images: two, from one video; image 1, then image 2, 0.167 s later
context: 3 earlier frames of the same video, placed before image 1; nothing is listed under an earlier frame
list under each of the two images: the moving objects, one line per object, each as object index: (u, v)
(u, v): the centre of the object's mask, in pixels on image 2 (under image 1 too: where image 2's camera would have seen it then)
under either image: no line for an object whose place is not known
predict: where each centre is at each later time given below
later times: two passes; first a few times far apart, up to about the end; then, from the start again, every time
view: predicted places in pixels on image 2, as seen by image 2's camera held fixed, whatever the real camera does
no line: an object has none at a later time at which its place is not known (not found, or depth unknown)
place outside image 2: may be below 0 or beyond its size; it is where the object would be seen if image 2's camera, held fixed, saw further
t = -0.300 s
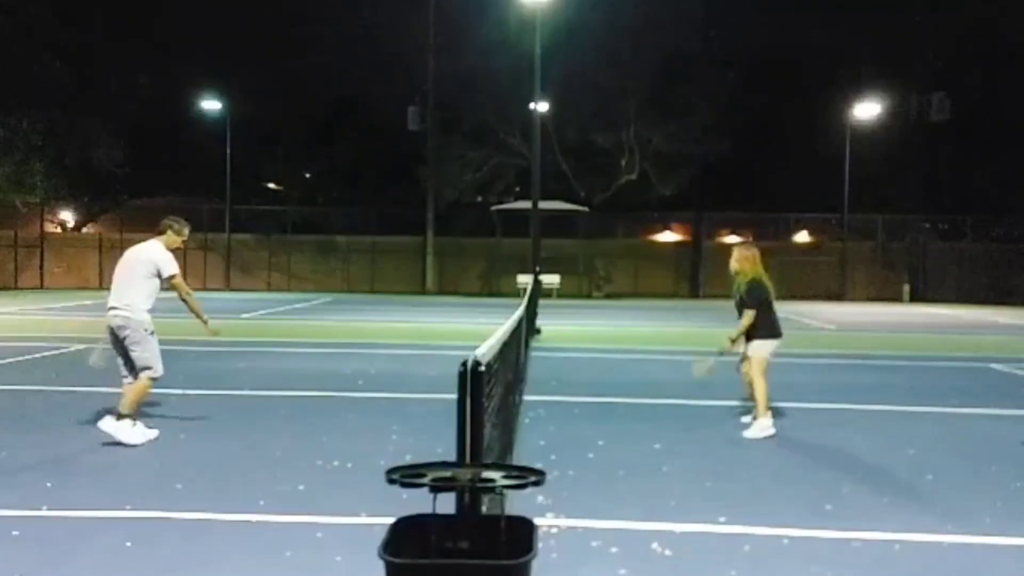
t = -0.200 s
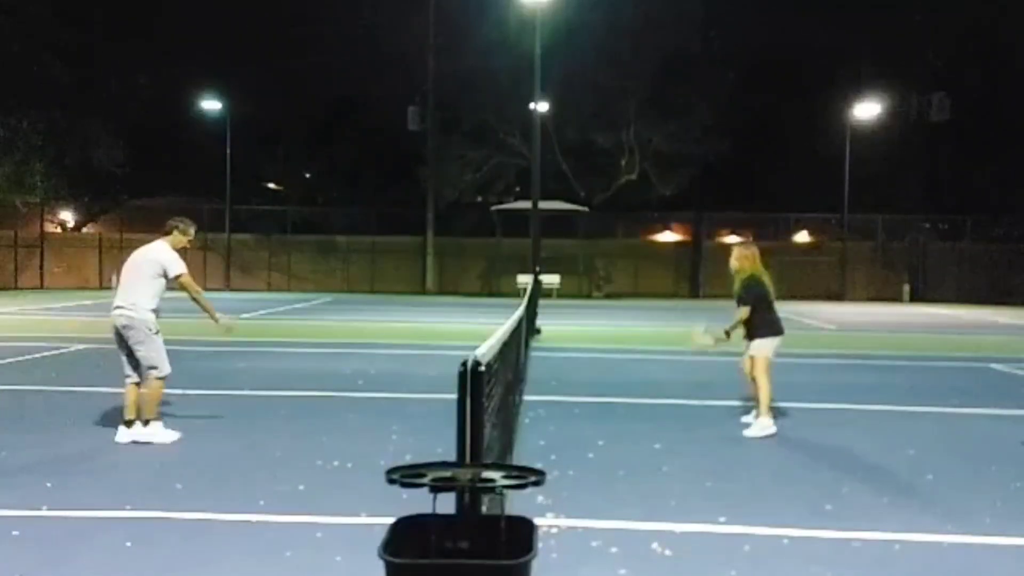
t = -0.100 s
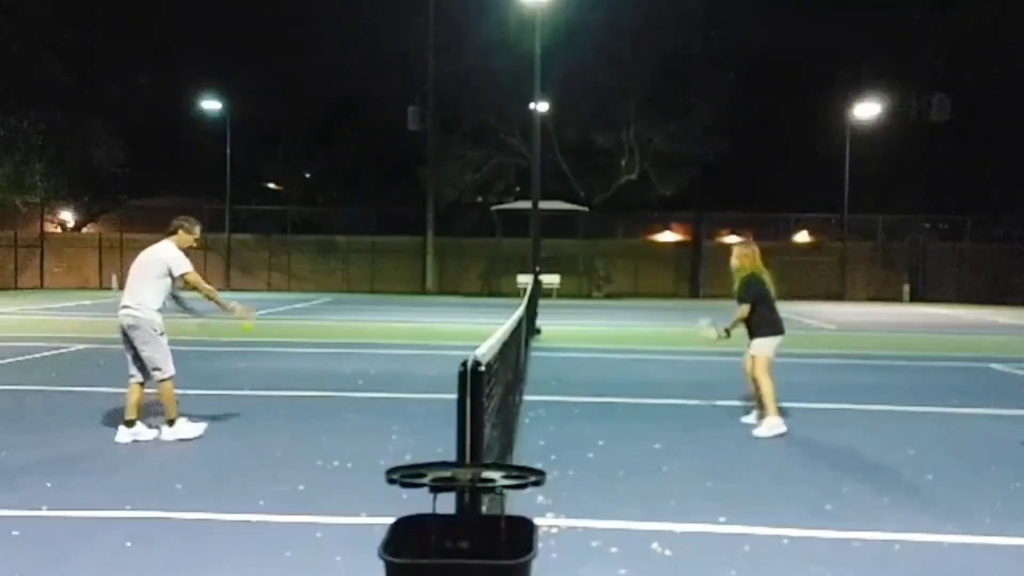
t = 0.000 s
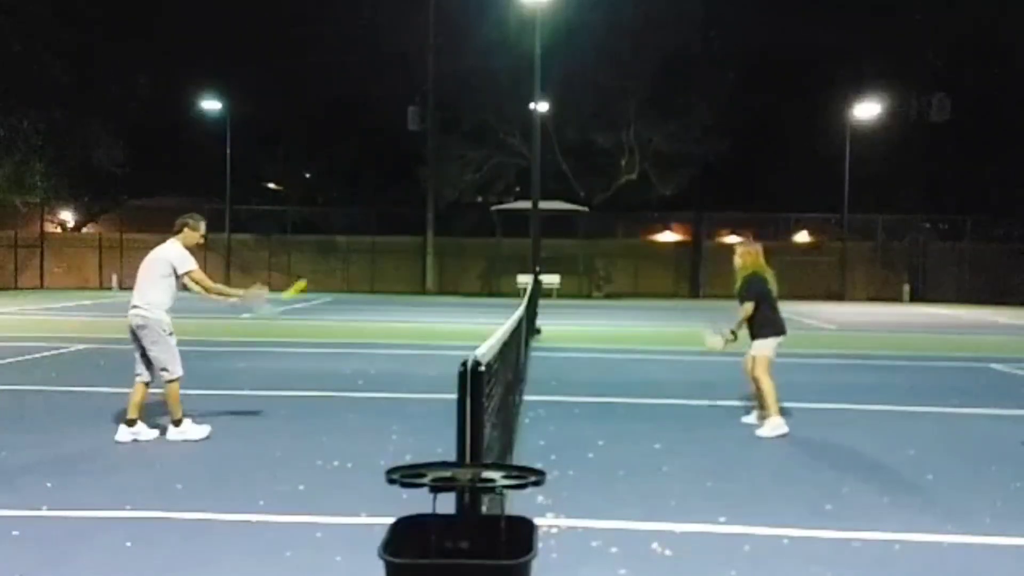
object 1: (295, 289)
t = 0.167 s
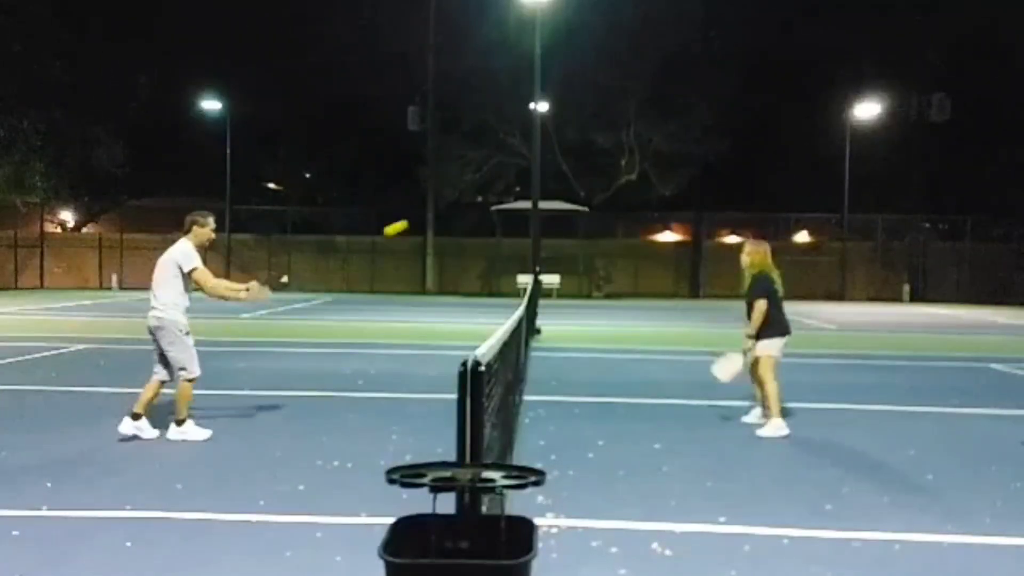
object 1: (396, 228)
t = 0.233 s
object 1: (432, 216)
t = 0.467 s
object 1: (551, 219)
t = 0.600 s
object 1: (613, 252)
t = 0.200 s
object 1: (414, 221)
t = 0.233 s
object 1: (432, 216)
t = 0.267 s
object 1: (451, 211)
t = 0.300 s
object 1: (468, 209)
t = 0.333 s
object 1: (486, 209)
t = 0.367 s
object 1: (501, 209)
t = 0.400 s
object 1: (518, 210)
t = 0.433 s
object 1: (535, 214)
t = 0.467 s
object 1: (551, 219)
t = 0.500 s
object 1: (567, 225)
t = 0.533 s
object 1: (583, 233)
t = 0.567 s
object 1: (598, 242)
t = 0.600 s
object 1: (613, 252)
